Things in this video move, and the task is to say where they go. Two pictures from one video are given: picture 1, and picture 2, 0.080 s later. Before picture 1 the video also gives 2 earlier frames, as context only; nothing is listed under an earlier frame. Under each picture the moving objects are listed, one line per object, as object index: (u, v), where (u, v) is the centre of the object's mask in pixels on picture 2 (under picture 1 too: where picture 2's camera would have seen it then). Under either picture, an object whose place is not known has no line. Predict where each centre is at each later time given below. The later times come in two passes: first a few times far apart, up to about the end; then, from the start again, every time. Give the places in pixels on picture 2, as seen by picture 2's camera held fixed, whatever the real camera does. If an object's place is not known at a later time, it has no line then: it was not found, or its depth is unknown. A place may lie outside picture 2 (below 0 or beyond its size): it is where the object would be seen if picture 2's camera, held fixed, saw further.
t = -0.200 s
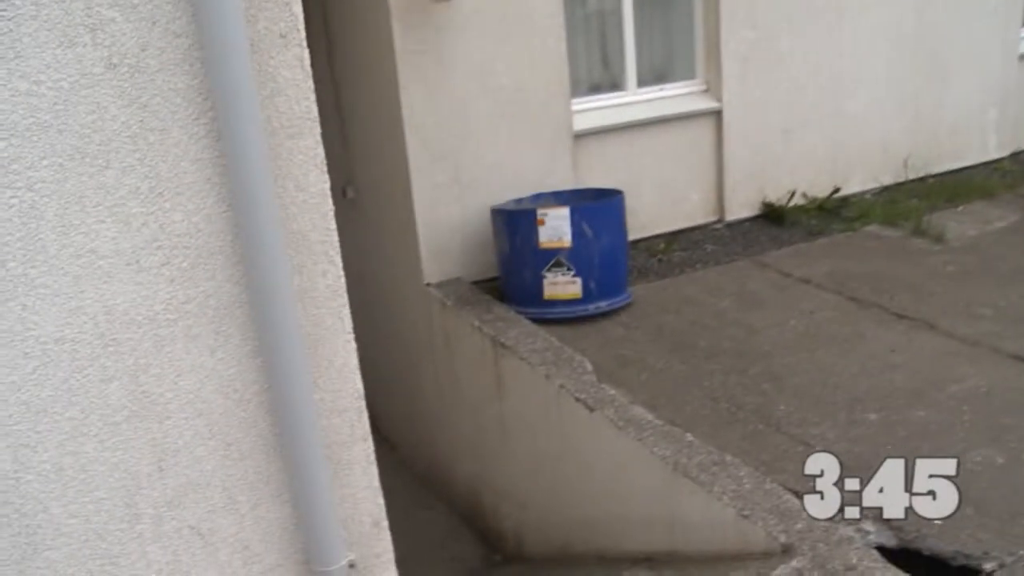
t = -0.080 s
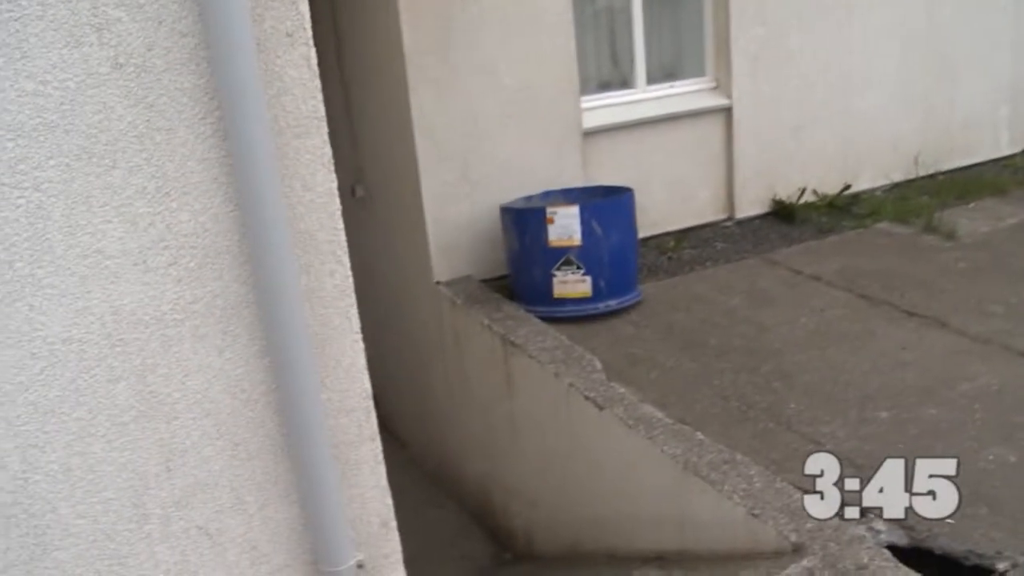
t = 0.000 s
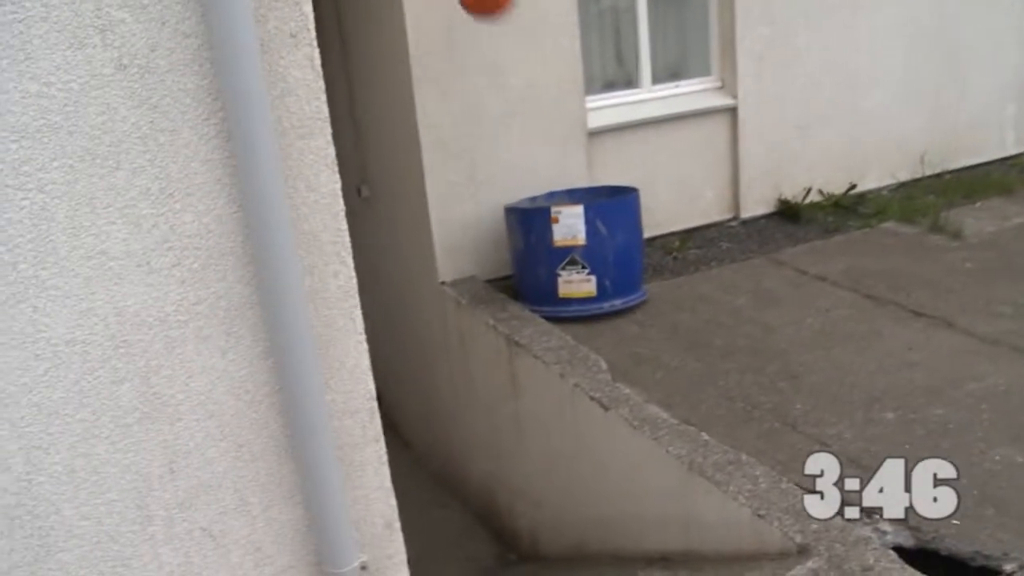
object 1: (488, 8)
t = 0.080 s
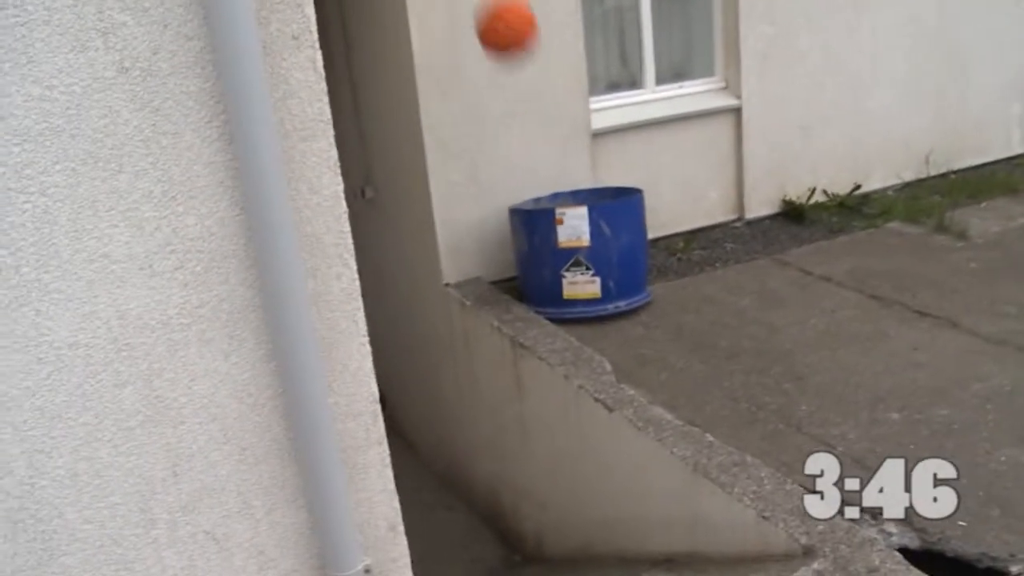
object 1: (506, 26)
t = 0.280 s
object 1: (559, 198)
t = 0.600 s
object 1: (643, 140)
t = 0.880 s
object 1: (722, 79)
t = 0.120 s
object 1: (516, 49)
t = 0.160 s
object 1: (526, 80)
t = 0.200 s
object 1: (537, 118)
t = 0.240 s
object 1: (548, 155)
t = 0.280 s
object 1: (559, 198)
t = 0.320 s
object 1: (571, 251)
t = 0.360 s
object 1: (587, 315)
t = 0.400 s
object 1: (596, 311)
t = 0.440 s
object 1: (607, 262)
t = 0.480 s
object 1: (613, 231)
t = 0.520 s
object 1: (622, 197)
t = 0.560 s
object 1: (633, 165)
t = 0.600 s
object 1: (643, 140)
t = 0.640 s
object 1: (653, 120)
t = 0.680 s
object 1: (665, 101)
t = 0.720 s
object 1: (676, 88)
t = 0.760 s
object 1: (688, 79)
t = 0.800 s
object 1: (699, 75)
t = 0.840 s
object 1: (710, 75)
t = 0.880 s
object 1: (722, 79)
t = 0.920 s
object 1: (734, 88)
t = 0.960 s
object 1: (746, 100)
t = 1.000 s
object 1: (758, 117)
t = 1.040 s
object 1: (769, 138)
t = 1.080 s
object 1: (780, 161)
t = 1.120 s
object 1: (790, 193)
